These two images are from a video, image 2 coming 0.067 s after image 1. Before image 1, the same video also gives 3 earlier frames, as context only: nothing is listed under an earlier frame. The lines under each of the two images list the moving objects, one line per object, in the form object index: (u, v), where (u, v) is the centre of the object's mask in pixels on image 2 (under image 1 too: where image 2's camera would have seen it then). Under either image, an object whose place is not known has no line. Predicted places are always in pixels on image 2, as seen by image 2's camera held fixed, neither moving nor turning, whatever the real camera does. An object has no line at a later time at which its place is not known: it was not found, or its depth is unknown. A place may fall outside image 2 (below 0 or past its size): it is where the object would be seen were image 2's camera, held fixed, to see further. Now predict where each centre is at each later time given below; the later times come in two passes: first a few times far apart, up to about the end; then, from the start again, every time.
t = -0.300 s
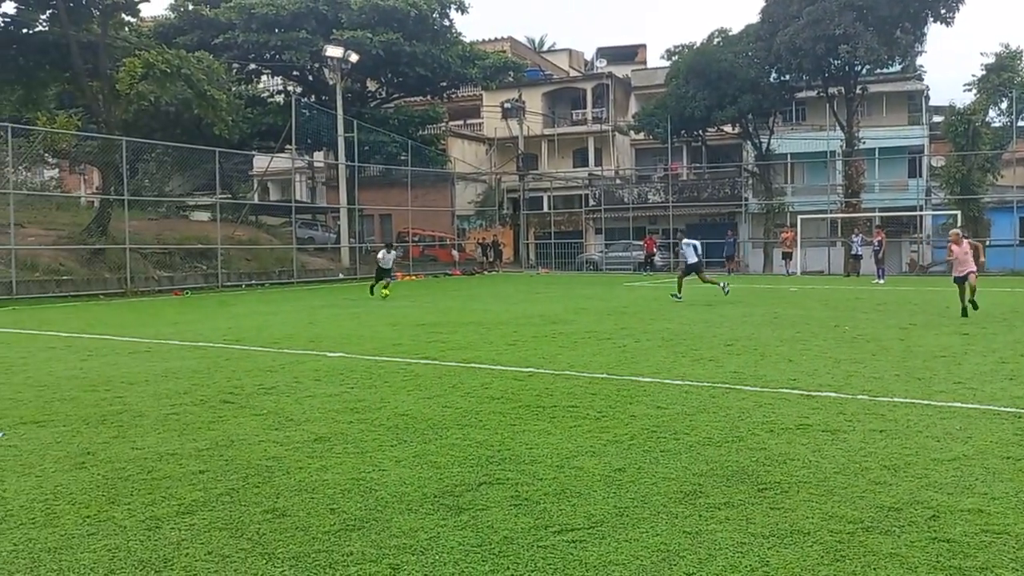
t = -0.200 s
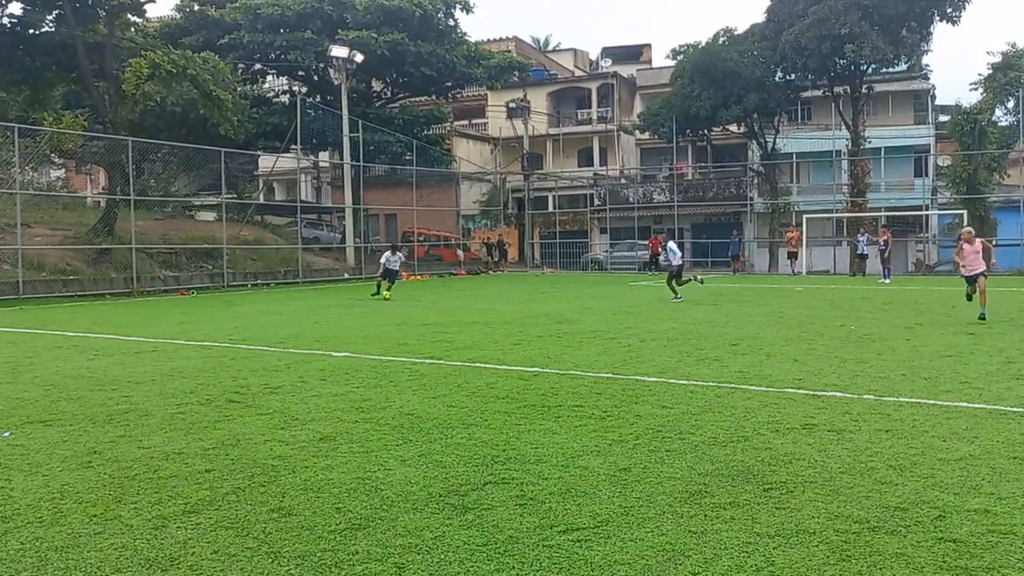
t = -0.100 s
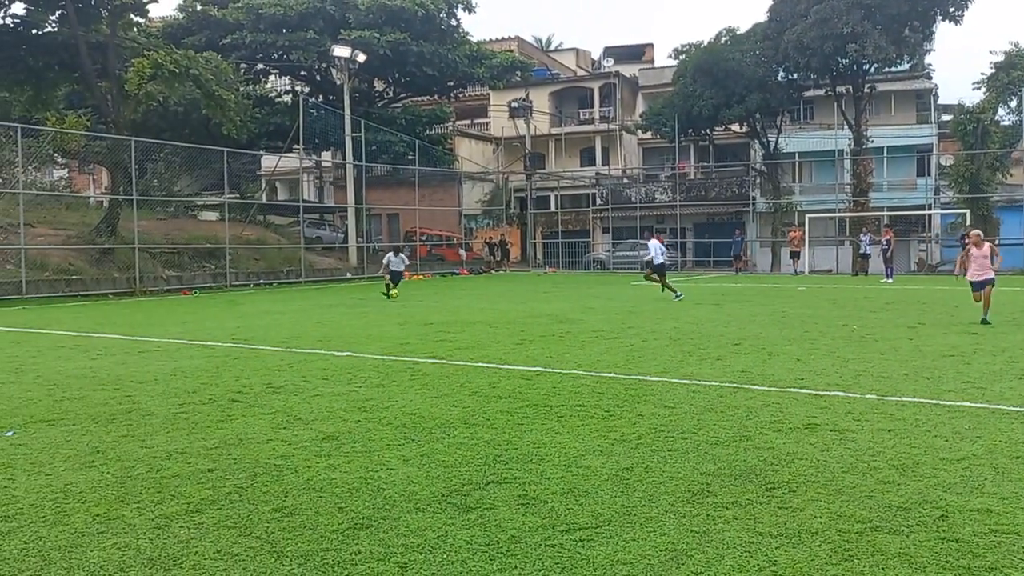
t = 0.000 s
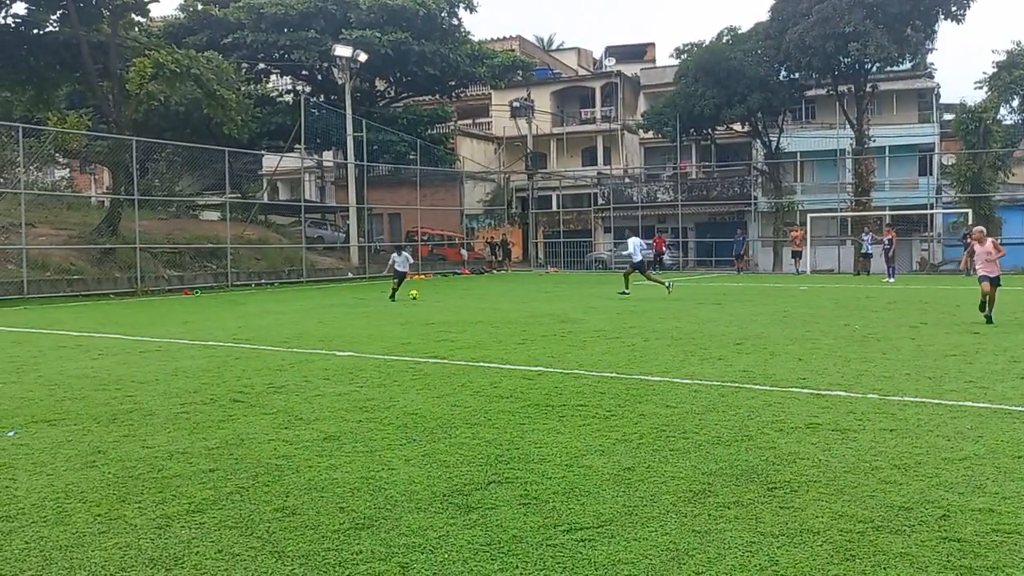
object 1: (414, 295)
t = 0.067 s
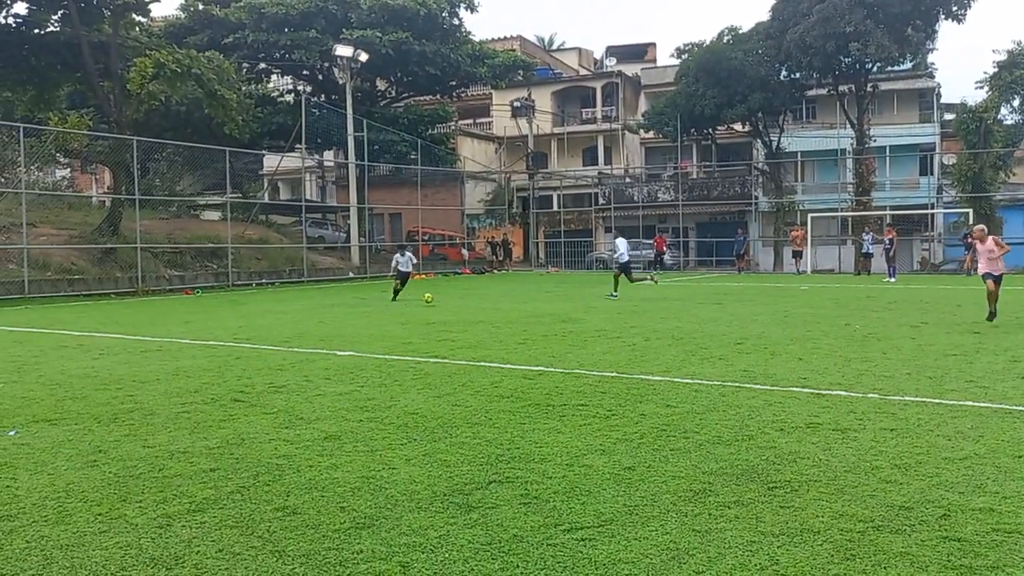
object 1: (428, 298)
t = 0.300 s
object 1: (480, 305)
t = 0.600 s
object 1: (561, 318)
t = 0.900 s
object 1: (657, 330)
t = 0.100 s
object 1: (435, 301)
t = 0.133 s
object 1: (443, 303)
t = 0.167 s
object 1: (449, 303)
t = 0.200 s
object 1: (457, 303)
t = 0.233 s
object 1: (465, 303)
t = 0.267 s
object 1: (472, 304)
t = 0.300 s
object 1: (480, 305)
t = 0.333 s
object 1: (488, 307)
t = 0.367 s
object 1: (497, 310)
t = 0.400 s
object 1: (506, 312)
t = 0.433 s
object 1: (514, 312)
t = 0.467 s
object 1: (523, 312)
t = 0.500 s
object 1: (532, 312)
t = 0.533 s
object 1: (541, 313)
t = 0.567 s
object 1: (551, 315)
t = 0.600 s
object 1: (561, 318)
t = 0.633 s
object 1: (571, 320)
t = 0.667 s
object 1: (581, 321)
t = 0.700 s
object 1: (591, 321)
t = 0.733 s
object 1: (601, 322)
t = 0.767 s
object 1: (612, 323)
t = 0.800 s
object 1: (622, 325)
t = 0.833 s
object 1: (635, 328)
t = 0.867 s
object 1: (646, 330)
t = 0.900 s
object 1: (657, 330)
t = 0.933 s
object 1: (667, 330)
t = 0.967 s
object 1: (679, 331)
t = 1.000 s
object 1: (691, 333)
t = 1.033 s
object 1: (703, 336)
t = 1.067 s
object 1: (715, 340)
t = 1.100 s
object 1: (726, 340)
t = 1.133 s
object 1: (738, 341)
